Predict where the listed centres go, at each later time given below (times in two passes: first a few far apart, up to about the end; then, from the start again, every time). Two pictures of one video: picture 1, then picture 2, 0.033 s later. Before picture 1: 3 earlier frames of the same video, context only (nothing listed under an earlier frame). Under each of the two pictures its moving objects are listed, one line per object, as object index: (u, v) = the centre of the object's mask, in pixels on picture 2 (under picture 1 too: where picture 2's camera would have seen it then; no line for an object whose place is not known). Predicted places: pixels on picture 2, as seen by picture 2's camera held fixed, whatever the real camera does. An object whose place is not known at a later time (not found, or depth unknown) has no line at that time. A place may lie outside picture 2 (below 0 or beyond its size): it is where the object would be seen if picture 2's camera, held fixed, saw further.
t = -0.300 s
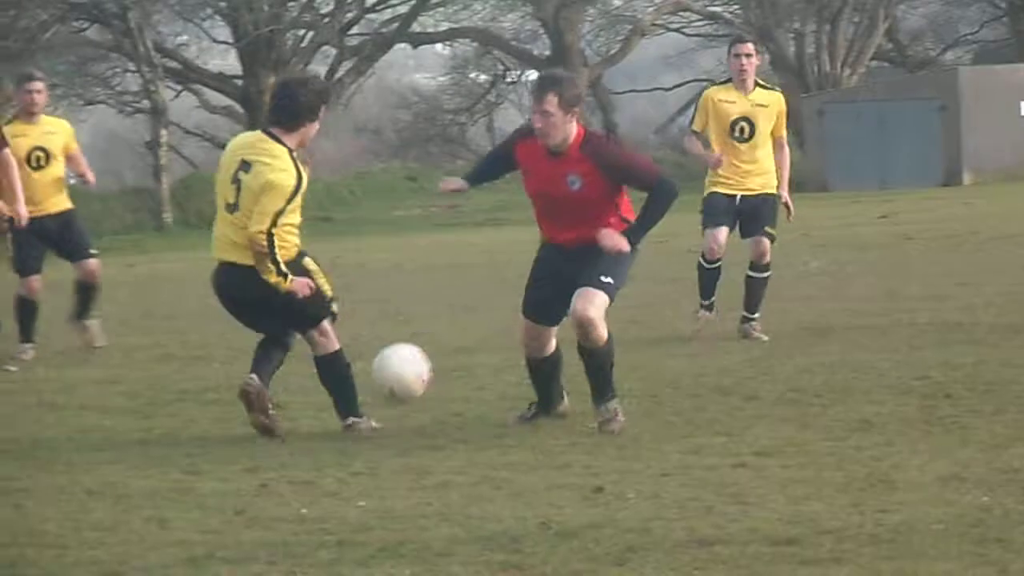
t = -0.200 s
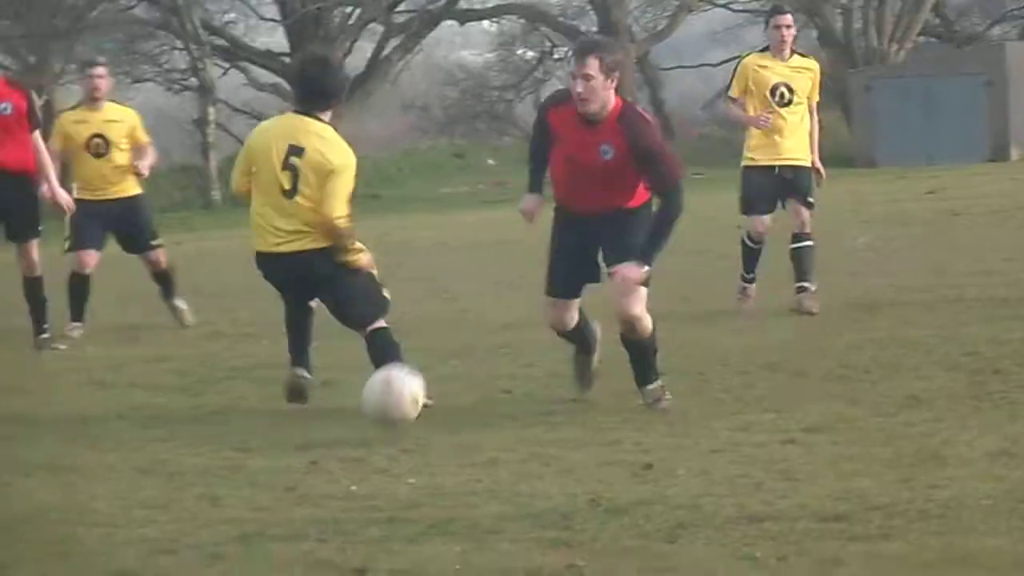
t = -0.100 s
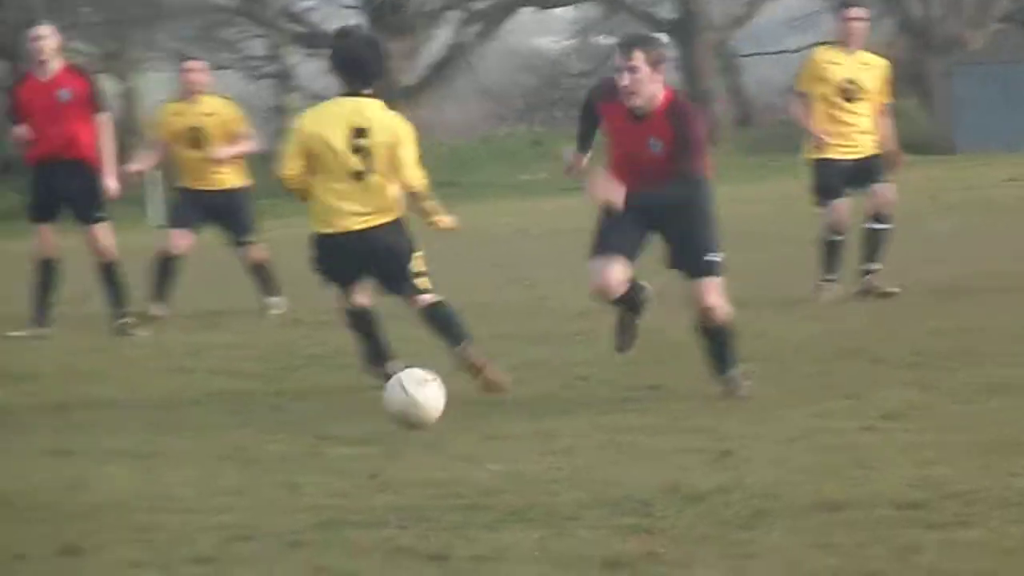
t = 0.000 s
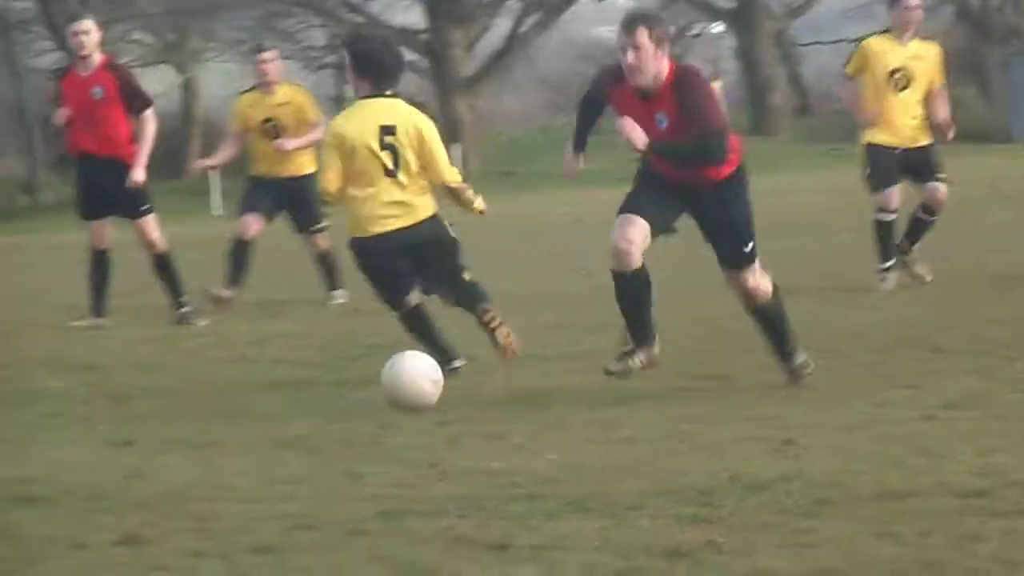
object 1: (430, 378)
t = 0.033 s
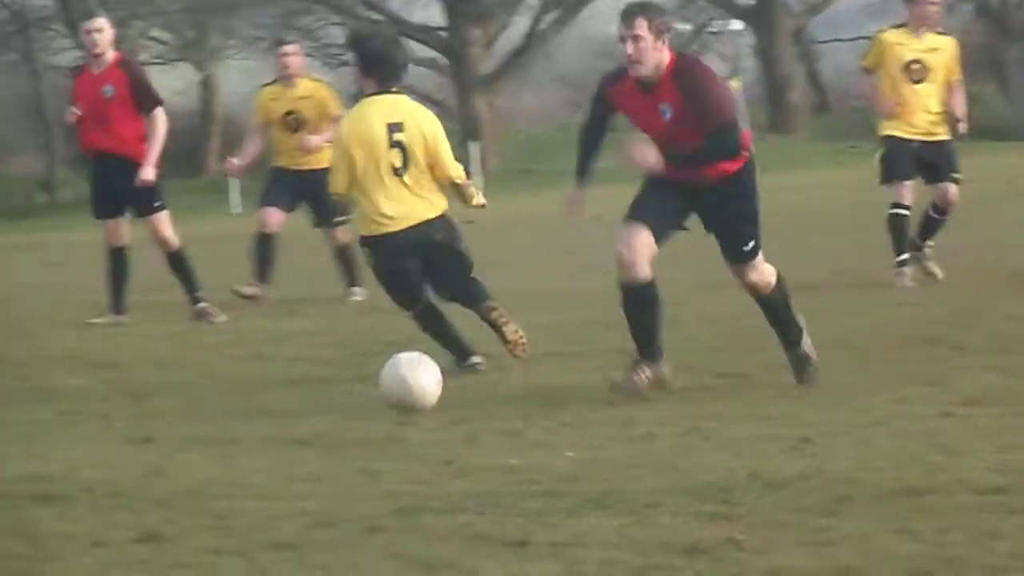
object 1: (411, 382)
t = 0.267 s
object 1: (258, 426)
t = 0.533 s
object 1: (61, 453)
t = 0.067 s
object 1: (390, 388)
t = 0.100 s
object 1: (369, 398)
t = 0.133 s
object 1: (349, 412)
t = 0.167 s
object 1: (328, 423)
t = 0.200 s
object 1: (305, 422)
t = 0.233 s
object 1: (282, 422)
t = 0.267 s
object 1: (258, 426)
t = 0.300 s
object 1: (235, 434)
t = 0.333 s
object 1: (211, 440)
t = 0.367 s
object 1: (187, 440)
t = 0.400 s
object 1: (163, 444)
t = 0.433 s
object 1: (137, 451)
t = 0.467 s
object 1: (112, 453)
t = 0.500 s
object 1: (88, 453)
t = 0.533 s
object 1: (61, 453)
